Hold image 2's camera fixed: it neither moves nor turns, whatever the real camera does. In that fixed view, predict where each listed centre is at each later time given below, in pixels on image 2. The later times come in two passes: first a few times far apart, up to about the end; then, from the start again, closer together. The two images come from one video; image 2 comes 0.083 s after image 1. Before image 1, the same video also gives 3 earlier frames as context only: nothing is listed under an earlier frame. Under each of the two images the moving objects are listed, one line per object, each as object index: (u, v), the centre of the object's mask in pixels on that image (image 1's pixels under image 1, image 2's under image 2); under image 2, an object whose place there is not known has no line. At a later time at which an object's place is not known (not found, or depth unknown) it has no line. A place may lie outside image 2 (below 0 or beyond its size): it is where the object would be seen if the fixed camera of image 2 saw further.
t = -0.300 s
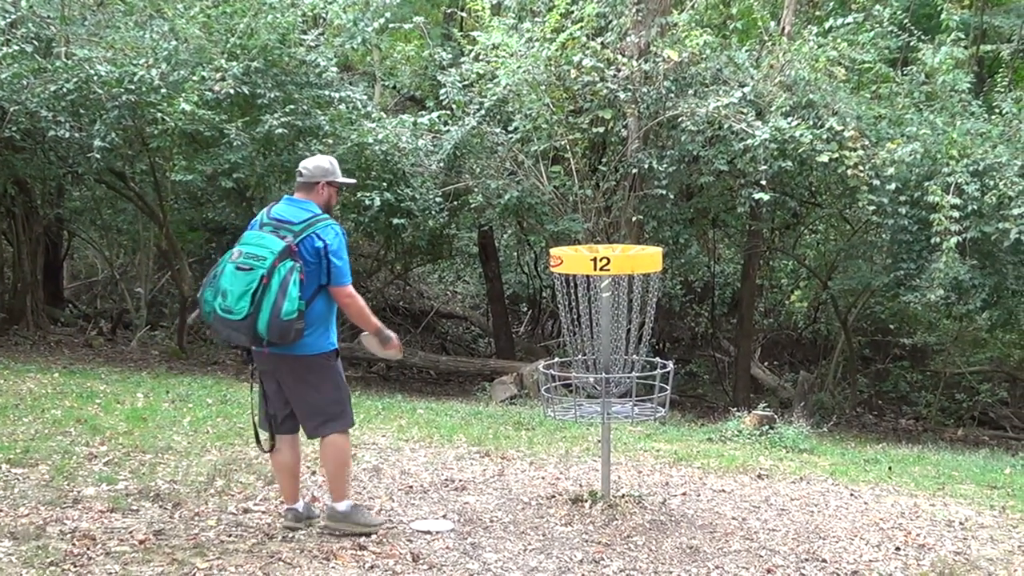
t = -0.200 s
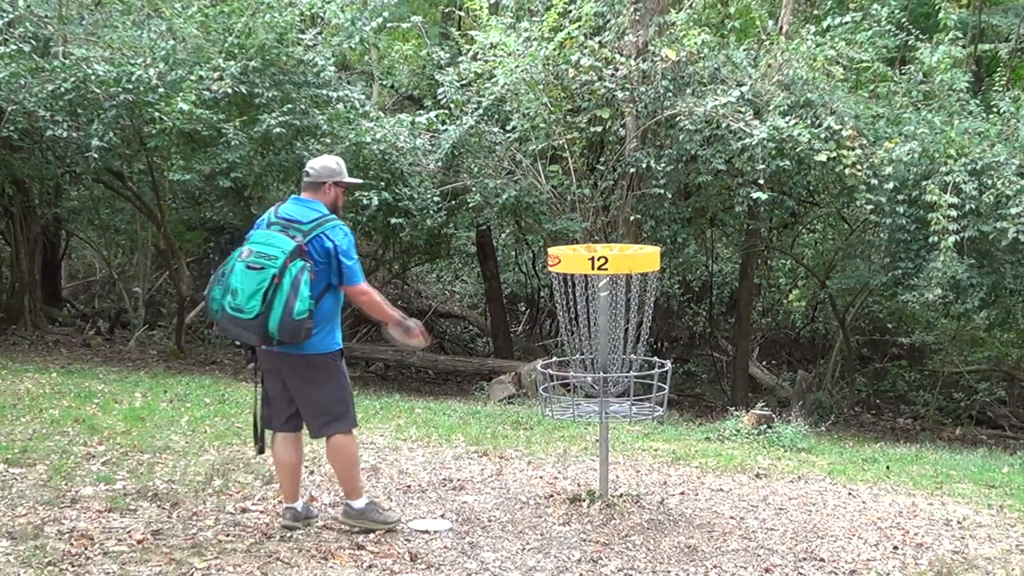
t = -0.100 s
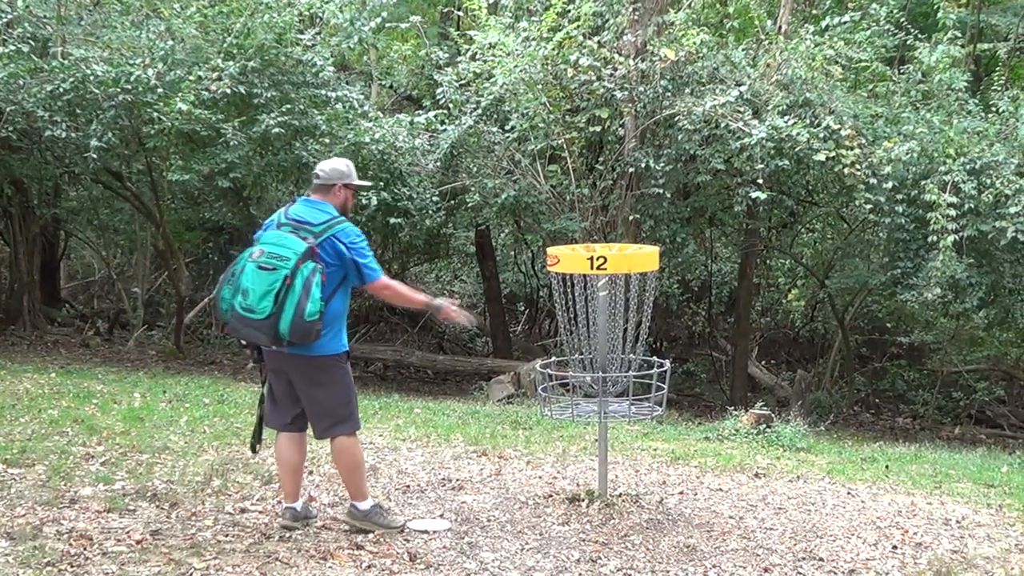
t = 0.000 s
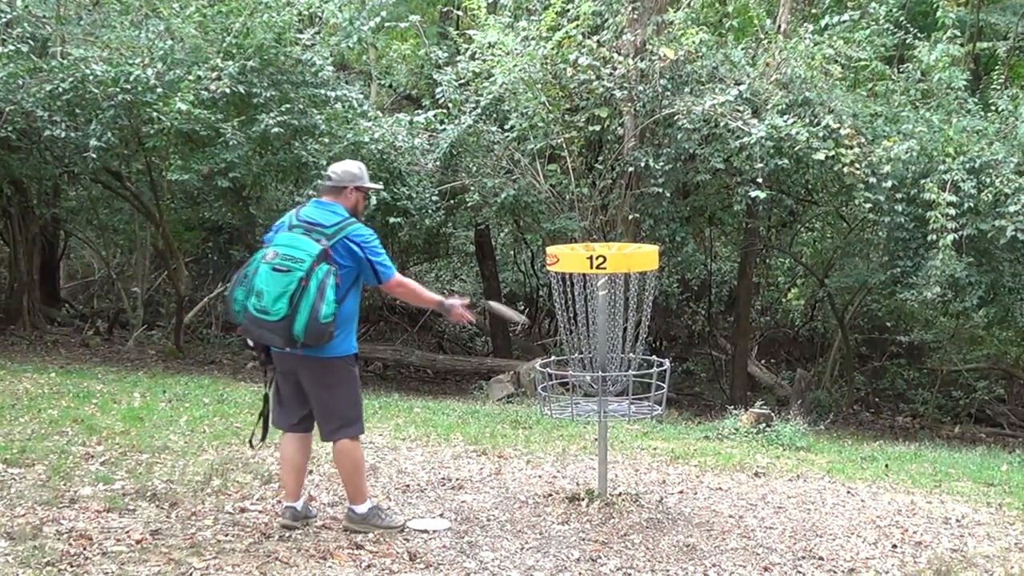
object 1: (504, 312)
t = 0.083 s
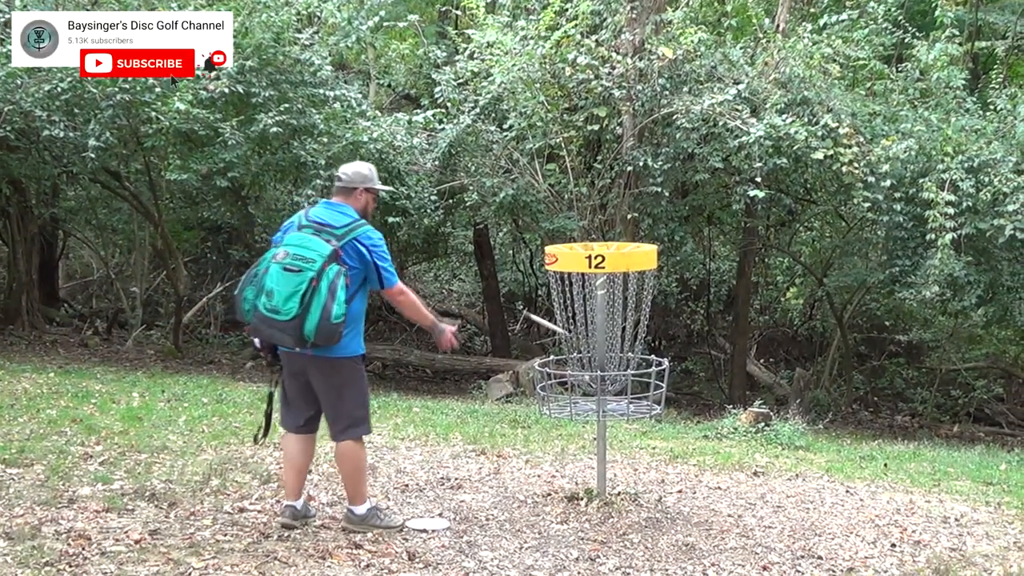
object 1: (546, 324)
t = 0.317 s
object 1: (582, 374)
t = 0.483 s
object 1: (576, 397)
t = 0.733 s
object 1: (567, 406)
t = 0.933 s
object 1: (565, 408)
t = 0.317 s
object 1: (582, 374)
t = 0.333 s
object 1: (582, 378)
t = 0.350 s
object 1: (583, 380)
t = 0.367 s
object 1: (583, 390)
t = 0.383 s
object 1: (582, 391)
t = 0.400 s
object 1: (581, 391)
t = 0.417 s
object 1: (580, 392)
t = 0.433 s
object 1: (579, 392)
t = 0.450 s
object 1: (577, 393)
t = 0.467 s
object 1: (576, 394)
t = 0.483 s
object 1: (576, 397)
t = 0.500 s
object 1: (573, 399)
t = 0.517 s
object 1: (573, 402)
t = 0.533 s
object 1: (572, 404)
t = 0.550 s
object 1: (571, 407)
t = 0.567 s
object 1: (570, 406)
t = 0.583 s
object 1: (570, 405)
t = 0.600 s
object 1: (568, 404)
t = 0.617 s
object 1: (568, 403)
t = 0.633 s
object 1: (567, 403)
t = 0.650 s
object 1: (567, 403)
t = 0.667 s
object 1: (567, 404)
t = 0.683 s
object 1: (566, 404)
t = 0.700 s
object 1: (566, 405)
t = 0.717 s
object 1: (568, 406)
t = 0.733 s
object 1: (567, 406)
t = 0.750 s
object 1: (566, 407)
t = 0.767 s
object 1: (566, 407)
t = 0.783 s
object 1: (566, 407)
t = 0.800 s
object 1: (567, 406)
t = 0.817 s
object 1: (567, 406)
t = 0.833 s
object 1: (567, 407)
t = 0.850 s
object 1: (567, 407)
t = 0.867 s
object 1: (566, 407)
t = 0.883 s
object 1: (566, 407)
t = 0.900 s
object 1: (566, 407)
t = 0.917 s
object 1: (565, 407)
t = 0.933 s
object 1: (565, 408)
